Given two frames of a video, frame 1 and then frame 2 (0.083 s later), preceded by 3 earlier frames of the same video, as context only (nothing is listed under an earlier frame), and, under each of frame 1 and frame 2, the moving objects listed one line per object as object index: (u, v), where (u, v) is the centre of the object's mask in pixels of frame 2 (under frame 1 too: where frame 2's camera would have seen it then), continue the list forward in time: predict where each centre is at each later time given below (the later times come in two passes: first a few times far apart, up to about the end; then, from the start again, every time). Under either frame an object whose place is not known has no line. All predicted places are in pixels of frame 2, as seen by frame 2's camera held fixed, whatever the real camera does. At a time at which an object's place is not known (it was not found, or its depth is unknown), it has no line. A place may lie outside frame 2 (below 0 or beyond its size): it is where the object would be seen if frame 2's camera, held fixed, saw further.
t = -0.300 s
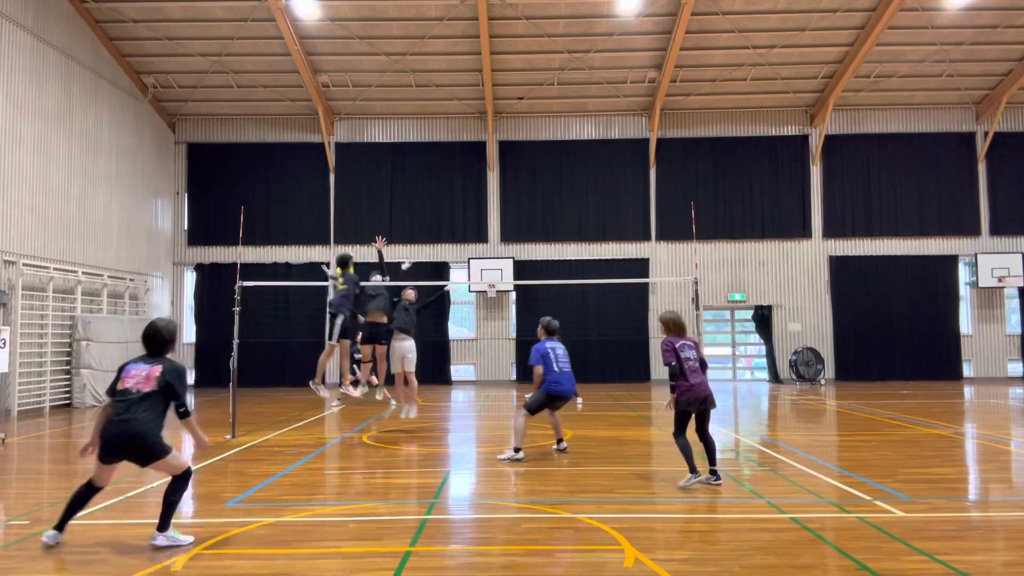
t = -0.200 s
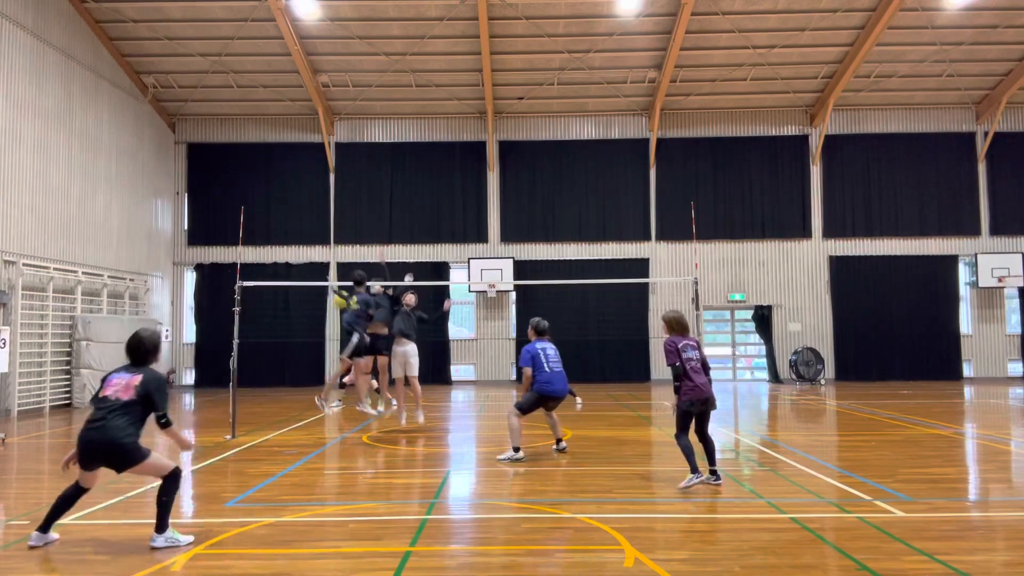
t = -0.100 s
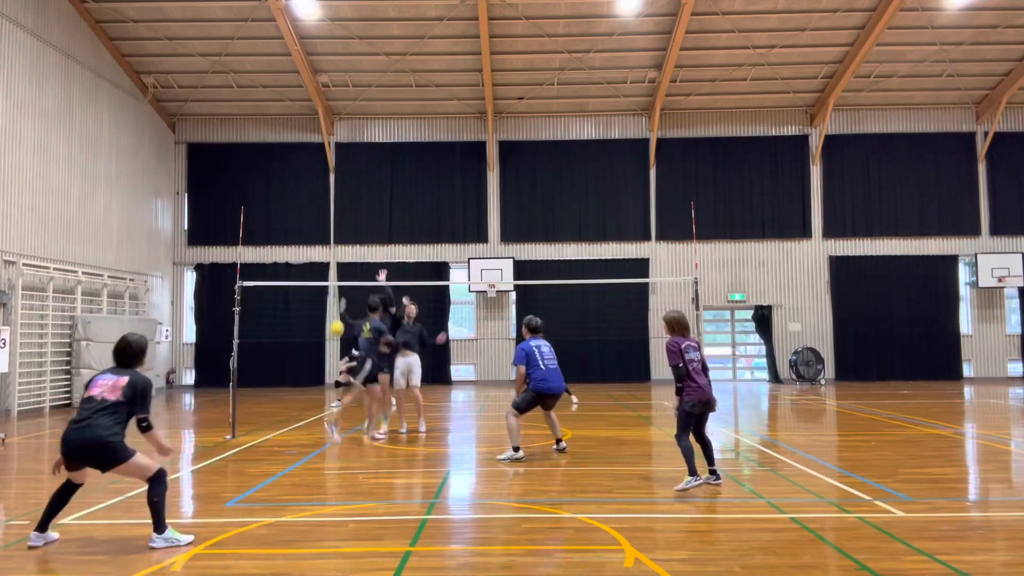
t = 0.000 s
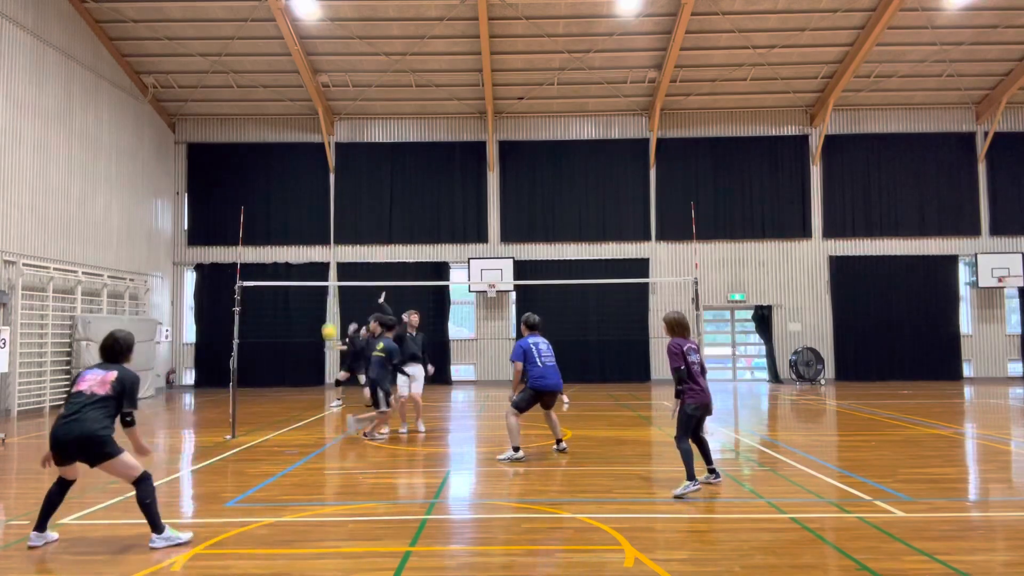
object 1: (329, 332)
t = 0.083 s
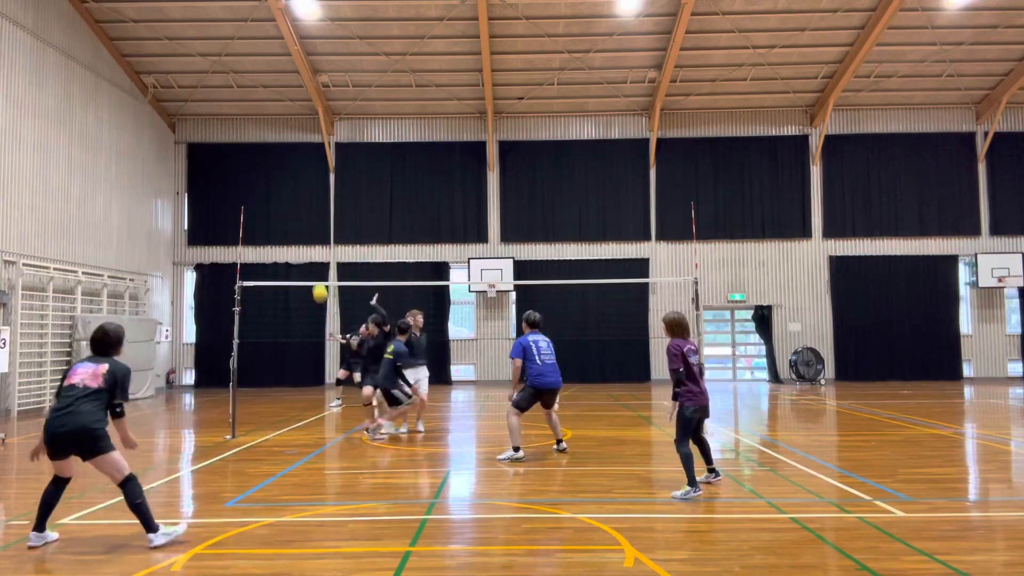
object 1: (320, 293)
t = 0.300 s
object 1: (297, 207)
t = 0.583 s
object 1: (267, 131)
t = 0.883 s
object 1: (234, 98)
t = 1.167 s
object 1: (201, 113)
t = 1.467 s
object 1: (165, 178)
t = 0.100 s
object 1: (318, 286)
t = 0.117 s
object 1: (316, 275)
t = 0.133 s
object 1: (315, 272)
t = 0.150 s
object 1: (313, 265)
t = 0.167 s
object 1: (312, 258)
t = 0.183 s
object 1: (309, 249)
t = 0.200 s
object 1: (308, 243)
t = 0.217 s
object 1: (306, 237)
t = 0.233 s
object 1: (304, 231)
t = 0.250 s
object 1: (303, 225)
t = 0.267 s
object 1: (301, 219)
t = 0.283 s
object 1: (299, 213)
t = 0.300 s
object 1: (297, 207)
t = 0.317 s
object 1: (296, 201)
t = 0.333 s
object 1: (294, 196)
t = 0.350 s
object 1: (292, 191)
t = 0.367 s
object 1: (290, 186)
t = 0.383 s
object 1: (289, 181)
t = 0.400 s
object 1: (287, 176)
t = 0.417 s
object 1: (285, 171)
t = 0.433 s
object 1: (283, 167)
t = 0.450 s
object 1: (282, 162)
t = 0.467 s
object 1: (280, 158)
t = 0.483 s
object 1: (278, 154)
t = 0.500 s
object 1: (276, 150)
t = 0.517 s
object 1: (274, 146)
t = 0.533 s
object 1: (273, 142)
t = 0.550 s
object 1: (271, 138)
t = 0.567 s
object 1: (269, 135)
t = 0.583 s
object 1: (267, 131)
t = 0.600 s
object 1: (265, 128)
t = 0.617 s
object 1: (264, 125)
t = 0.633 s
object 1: (262, 122)
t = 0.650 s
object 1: (260, 120)
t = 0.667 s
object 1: (258, 117)
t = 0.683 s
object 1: (256, 115)
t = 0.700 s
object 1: (255, 113)
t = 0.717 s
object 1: (253, 111)
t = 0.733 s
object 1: (251, 109)
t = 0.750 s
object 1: (249, 107)
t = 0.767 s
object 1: (247, 105)
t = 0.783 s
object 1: (245, 104)
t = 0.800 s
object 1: (243, 102)
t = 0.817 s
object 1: (242, 101)
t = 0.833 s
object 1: (239, 100)
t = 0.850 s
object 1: (238, 99)
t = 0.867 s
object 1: (236, 99)
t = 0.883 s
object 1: (234, 98)
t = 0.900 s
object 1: (232, 98)
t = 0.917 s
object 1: (230, 97)
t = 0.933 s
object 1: (228, 97)
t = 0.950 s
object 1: (226, 97)
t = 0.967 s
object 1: (224, 98)
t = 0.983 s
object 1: (222, 98)
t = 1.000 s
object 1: (221, 99)
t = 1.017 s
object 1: (219, 99)
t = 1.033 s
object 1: (217, 100)
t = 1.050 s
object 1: (215, 101)
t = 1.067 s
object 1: (213, 102)
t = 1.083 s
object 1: (211, 103)
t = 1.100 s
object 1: (209, 105)
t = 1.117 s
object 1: (207, 107)
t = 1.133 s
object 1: (205, 109)
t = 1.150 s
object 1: (203, 111)
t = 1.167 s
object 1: (201, 113)
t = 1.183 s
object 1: (199, 115)
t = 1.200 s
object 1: (197, 118)
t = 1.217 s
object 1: (195, 120)
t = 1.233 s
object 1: (193, 123)
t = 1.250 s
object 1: (191, 126)
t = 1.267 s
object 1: (189, 129)
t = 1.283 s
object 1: (187, 132)
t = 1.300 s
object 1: (185, 135)
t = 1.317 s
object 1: (183, 139)
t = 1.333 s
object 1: (181, 143)
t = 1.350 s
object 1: (179, 147)
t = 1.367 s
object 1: (177, 151)
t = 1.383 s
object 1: (175, 155)
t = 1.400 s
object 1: (173, 159)
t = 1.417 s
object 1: (171, 163)
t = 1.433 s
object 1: (169, 168)
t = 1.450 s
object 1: (168, 173)
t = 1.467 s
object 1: (165, 178)
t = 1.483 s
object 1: (164, 183)
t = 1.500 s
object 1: (161, 189)
